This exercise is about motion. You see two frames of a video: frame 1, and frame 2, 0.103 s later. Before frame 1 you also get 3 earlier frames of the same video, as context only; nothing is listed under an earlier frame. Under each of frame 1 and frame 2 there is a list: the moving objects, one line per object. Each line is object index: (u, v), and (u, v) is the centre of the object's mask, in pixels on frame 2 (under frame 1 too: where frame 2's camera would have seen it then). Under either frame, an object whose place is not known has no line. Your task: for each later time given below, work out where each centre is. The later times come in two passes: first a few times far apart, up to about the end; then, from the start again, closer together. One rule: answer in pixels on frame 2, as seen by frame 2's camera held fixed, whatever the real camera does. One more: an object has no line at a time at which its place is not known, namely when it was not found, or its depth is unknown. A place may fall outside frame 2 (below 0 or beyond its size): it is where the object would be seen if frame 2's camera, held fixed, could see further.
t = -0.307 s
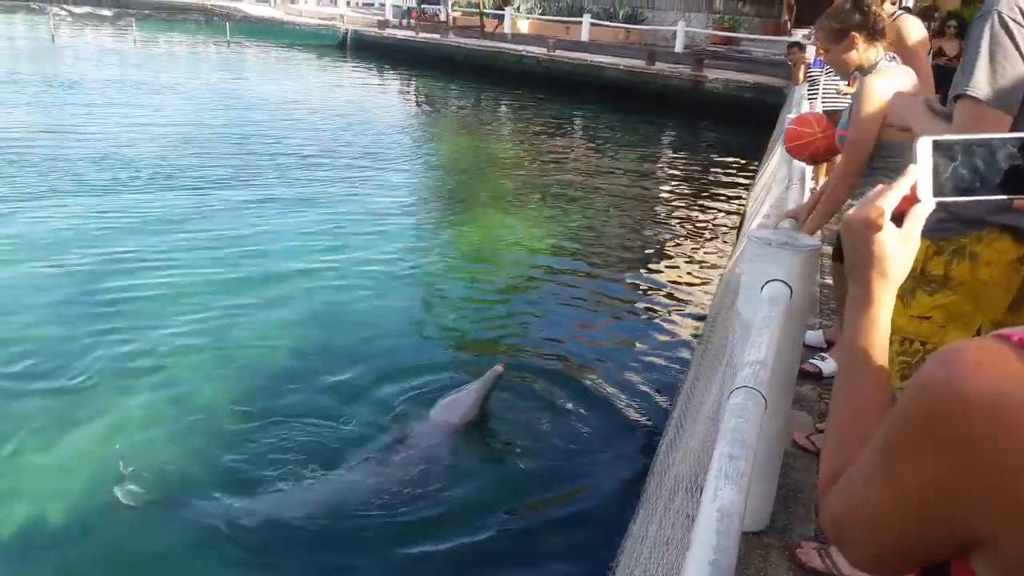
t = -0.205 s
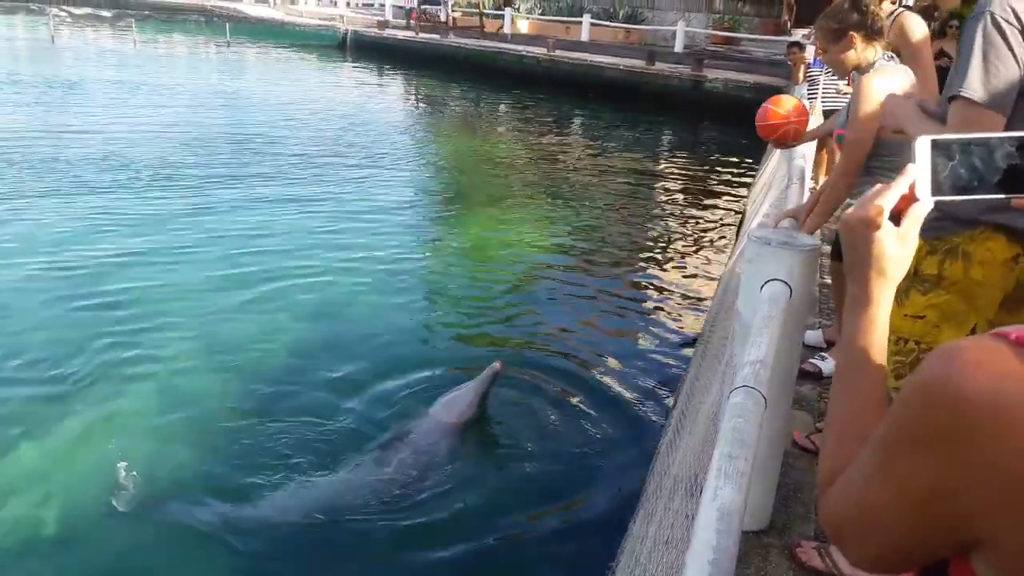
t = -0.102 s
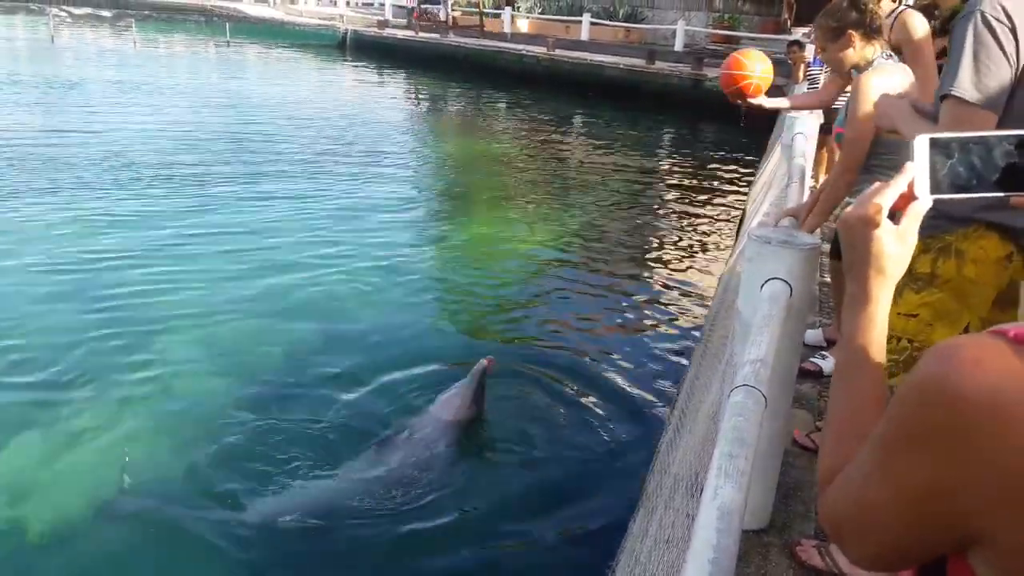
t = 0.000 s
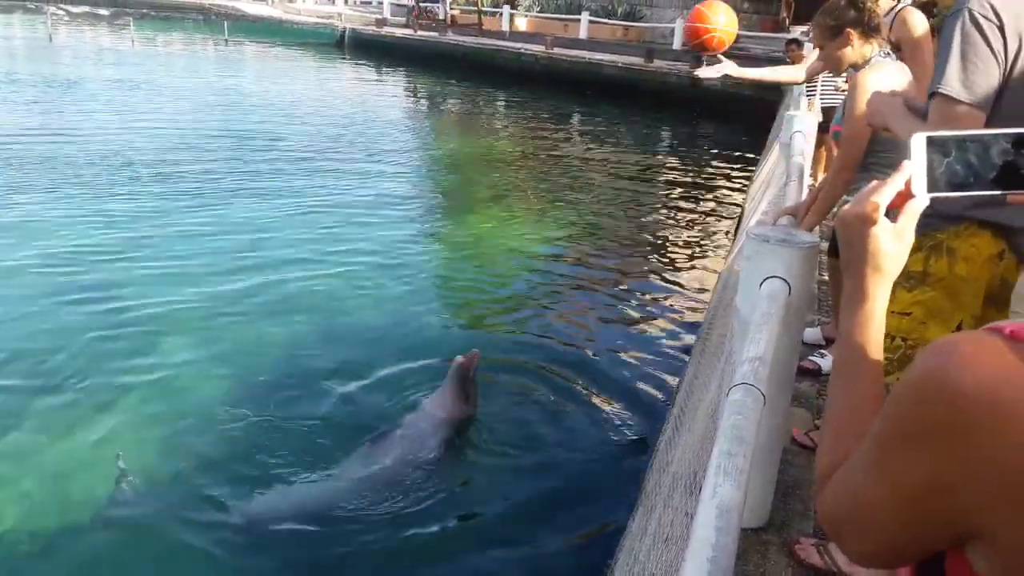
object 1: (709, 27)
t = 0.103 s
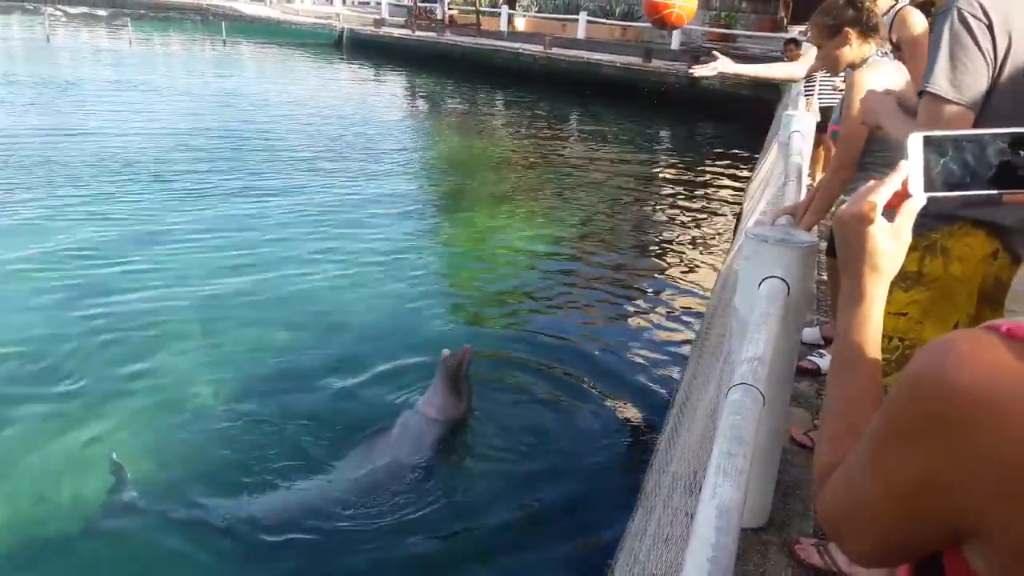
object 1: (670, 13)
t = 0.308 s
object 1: (585, 24)
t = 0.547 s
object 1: (480, 171)
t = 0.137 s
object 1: (657, 11)
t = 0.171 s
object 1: (643, 11)
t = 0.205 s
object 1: (628, 12)
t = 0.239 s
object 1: (614, 13)
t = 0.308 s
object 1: (585, 24)
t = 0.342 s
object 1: (571, 37)
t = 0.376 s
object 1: (555, 54)
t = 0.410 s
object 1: (540, 72)
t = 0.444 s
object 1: (525, 94)
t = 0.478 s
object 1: (510, 117)
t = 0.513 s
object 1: (495, 143)
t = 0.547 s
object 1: (480, 171)
